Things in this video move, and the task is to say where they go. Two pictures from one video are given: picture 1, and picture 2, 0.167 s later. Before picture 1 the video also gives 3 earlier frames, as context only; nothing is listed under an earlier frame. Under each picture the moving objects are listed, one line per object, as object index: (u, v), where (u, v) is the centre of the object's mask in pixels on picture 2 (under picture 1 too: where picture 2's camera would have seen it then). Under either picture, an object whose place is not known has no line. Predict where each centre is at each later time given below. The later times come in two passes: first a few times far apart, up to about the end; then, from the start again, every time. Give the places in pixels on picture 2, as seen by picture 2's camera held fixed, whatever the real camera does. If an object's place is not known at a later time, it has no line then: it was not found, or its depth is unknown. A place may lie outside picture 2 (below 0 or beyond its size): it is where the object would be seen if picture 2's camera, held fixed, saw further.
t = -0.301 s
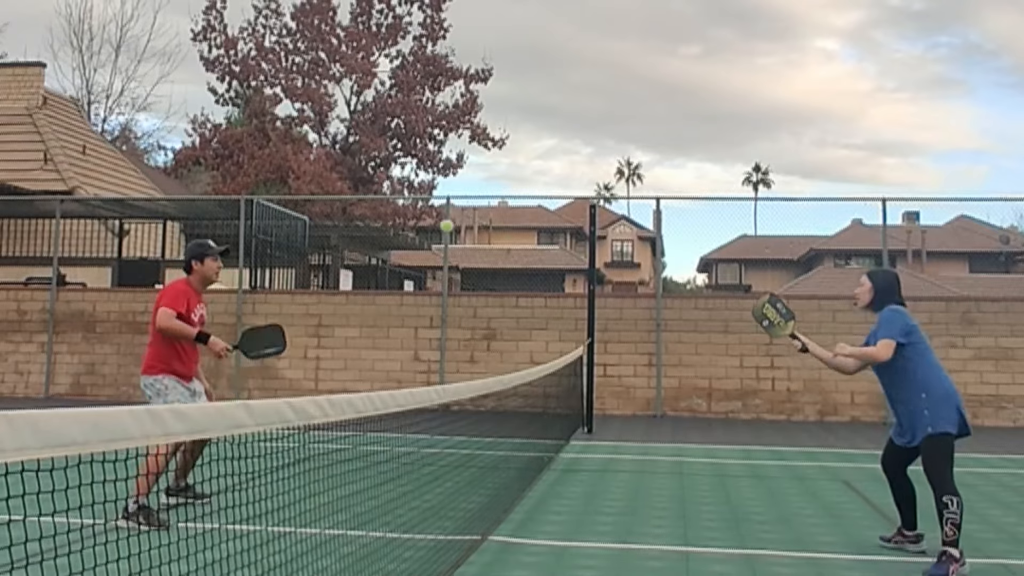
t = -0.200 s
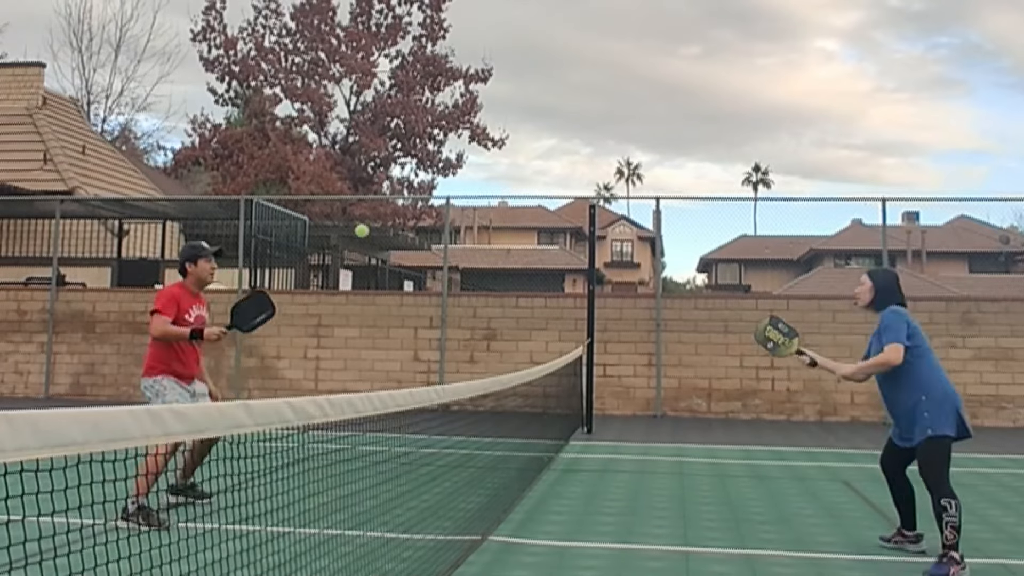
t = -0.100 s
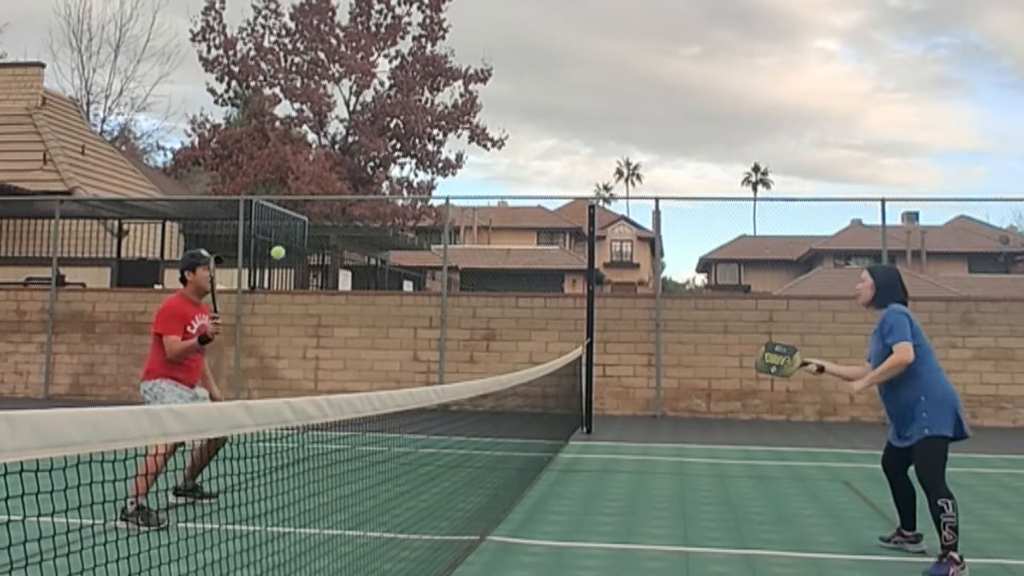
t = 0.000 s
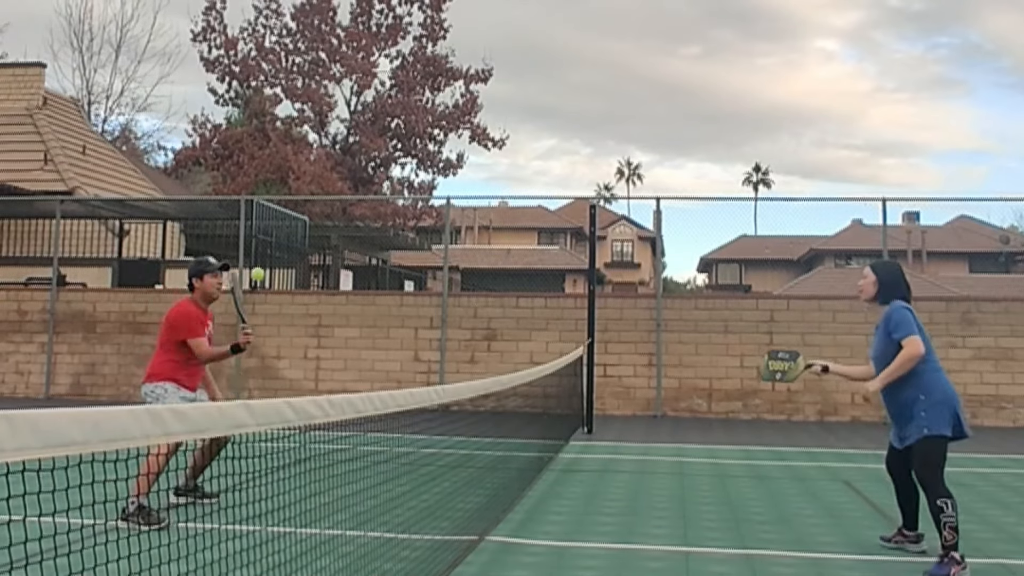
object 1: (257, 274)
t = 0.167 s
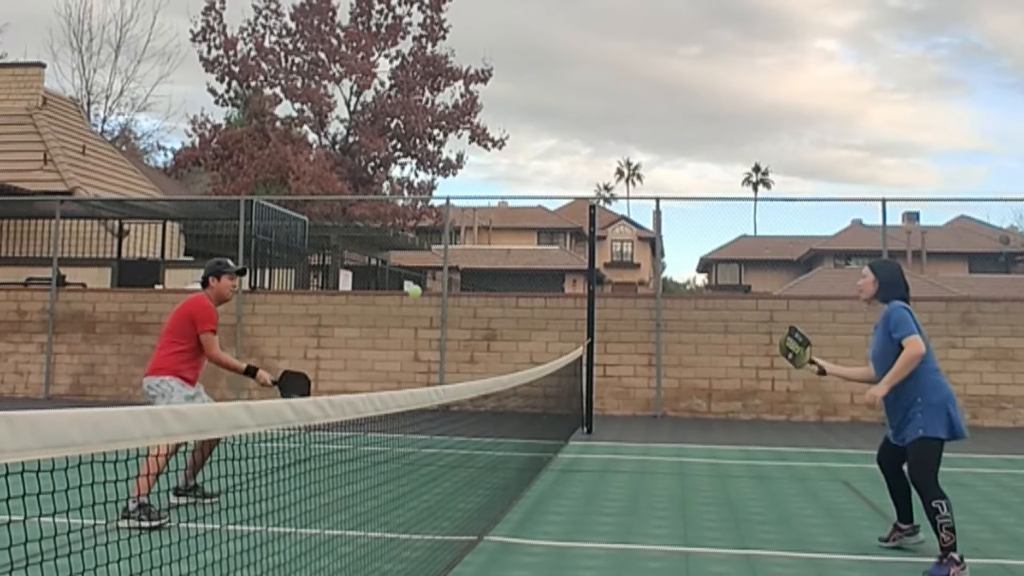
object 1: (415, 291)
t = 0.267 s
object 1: (506, 323)
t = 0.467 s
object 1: (683, 433)
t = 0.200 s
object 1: (445, 300)
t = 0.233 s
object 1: (476, 310)
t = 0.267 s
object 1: (506, 323)
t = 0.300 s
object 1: (536, 336)
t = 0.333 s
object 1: (566, 352)
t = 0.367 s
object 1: (596, 370)
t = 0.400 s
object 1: (625, 389)
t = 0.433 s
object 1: (654, 410)
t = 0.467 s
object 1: (683, 433)
